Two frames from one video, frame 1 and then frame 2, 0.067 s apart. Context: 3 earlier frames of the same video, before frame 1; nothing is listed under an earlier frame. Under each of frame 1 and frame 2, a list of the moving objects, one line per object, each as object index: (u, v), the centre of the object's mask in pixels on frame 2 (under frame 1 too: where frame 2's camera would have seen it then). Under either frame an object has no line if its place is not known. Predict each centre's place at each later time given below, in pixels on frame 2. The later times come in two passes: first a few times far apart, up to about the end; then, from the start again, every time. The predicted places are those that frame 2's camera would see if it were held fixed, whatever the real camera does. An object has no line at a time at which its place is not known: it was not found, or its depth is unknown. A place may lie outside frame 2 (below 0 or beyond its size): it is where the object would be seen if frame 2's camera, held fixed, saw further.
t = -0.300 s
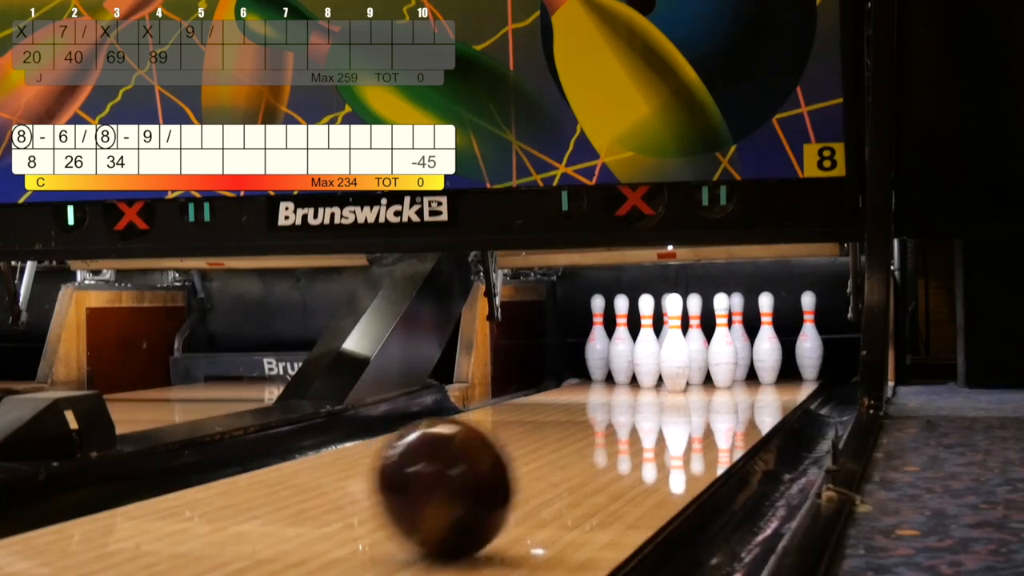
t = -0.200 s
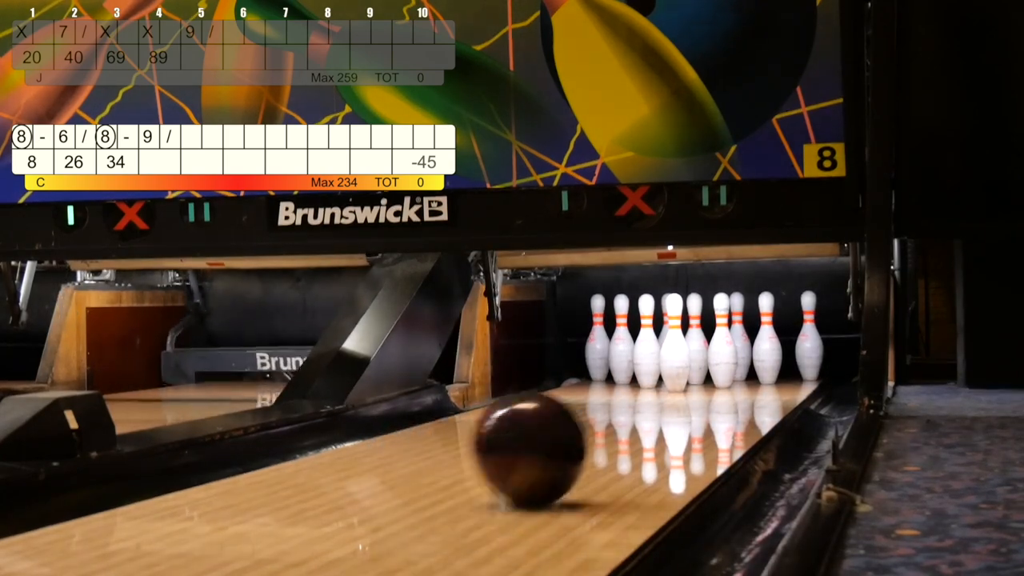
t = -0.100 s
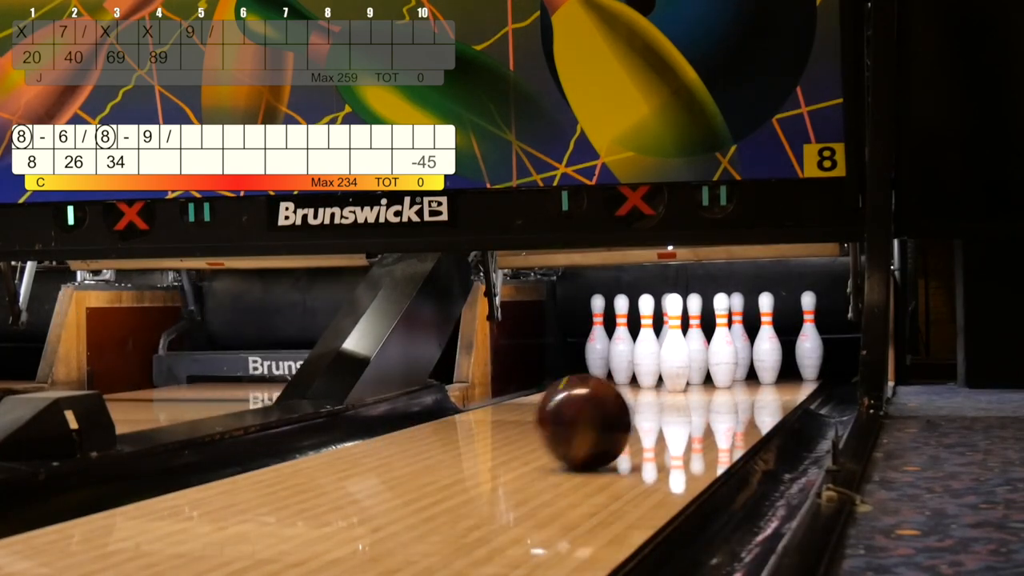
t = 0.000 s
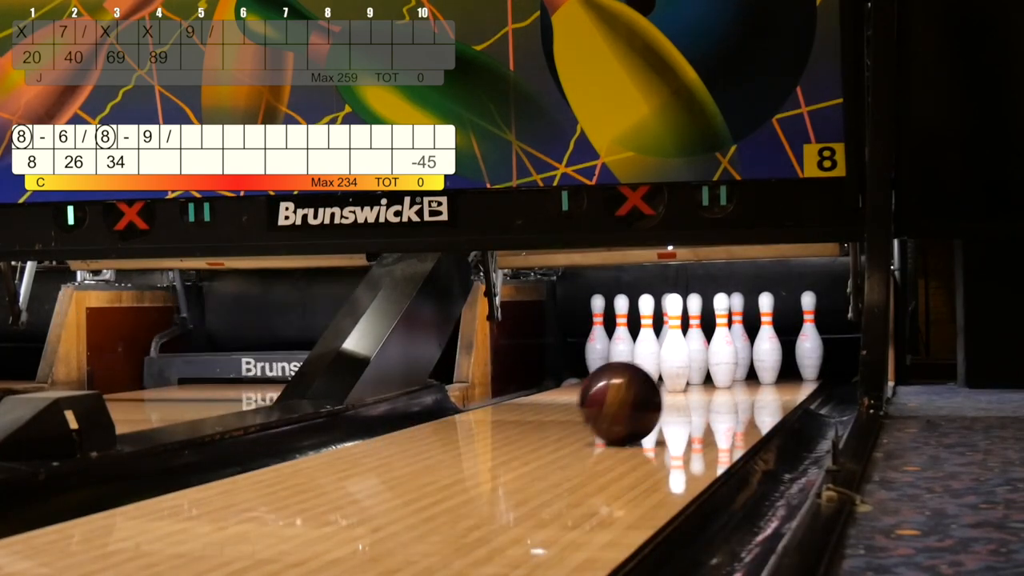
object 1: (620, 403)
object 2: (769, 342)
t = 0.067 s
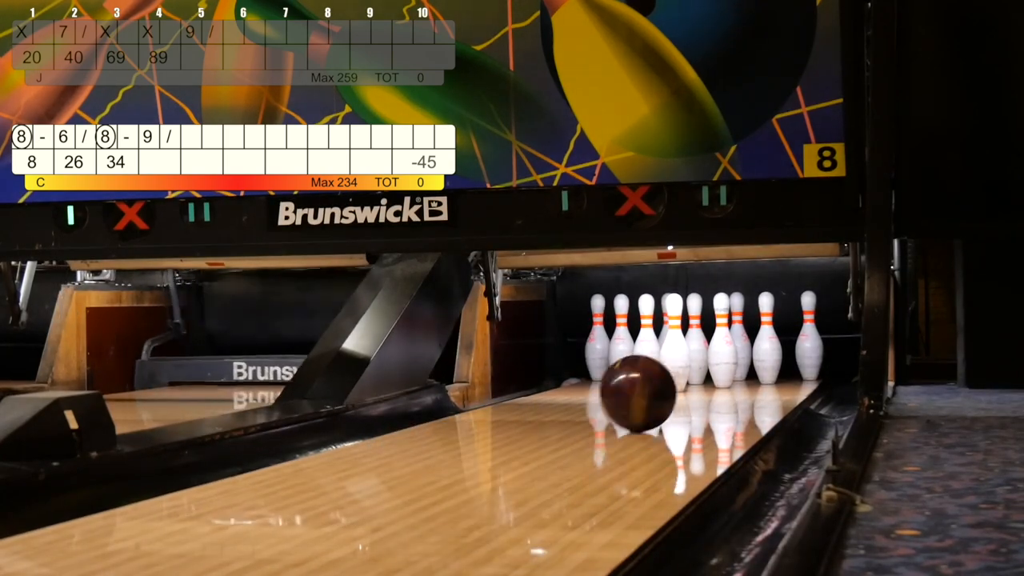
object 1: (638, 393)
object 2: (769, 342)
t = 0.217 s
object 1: (664, 376)
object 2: (769, 342)
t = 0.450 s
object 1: (687, 362)
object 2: (769, 342)
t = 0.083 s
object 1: (641, 391)
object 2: (769, 342)
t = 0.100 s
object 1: (645, 389)
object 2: (769, 342)
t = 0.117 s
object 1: (648, 387)
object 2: (769, 342)
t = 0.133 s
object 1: (651, 385)
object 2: (769, 342)
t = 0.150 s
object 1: (654, 383)
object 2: (769, 342)
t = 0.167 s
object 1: (657, 381)
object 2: (769, 342)
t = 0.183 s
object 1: (659, 380)
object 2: (769, 342)
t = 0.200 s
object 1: (662, 378)
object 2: (769, 342)
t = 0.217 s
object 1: (664, 376)
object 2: (769, 342)
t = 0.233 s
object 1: (666, 375)
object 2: (769, 342)
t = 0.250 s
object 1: (668, 373)
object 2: (769, 342)
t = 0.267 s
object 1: (670, 372)
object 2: (769, 342)
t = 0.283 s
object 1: (672, 371)
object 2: (769, 342)
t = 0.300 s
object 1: (673, 370)
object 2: (769, 342)
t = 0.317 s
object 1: (675, 368)
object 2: (769, 342)
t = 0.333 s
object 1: (677, 368)
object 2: (769, 342)
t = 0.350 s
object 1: (678, 366)
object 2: (769, 342)
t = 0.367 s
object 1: (680, 366)
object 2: (769, 342)
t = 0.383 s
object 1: (681, 365)
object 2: (769, 342)
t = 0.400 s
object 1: (683, 364)
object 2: (769, 342)
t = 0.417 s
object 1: (685, 363)
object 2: (769, 342)
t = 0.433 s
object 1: (687, 362)
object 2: (769, 342)
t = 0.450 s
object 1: (687, 362)
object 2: (769, 342)
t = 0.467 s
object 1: (687, 361)
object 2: (769, 341)
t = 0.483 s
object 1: (686, 361)
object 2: (771, 341)
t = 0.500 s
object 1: (685, 360)
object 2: (778, 340)
